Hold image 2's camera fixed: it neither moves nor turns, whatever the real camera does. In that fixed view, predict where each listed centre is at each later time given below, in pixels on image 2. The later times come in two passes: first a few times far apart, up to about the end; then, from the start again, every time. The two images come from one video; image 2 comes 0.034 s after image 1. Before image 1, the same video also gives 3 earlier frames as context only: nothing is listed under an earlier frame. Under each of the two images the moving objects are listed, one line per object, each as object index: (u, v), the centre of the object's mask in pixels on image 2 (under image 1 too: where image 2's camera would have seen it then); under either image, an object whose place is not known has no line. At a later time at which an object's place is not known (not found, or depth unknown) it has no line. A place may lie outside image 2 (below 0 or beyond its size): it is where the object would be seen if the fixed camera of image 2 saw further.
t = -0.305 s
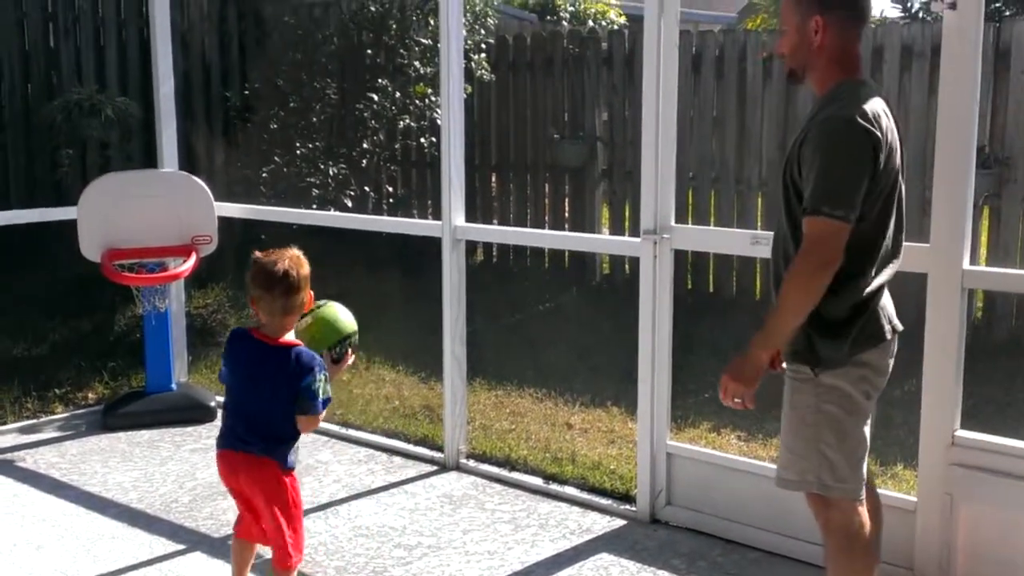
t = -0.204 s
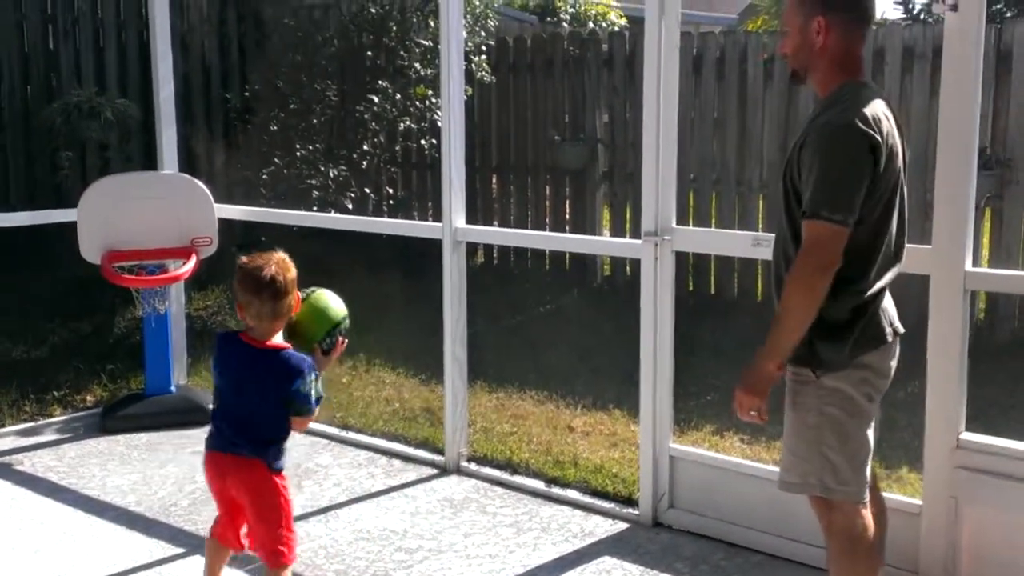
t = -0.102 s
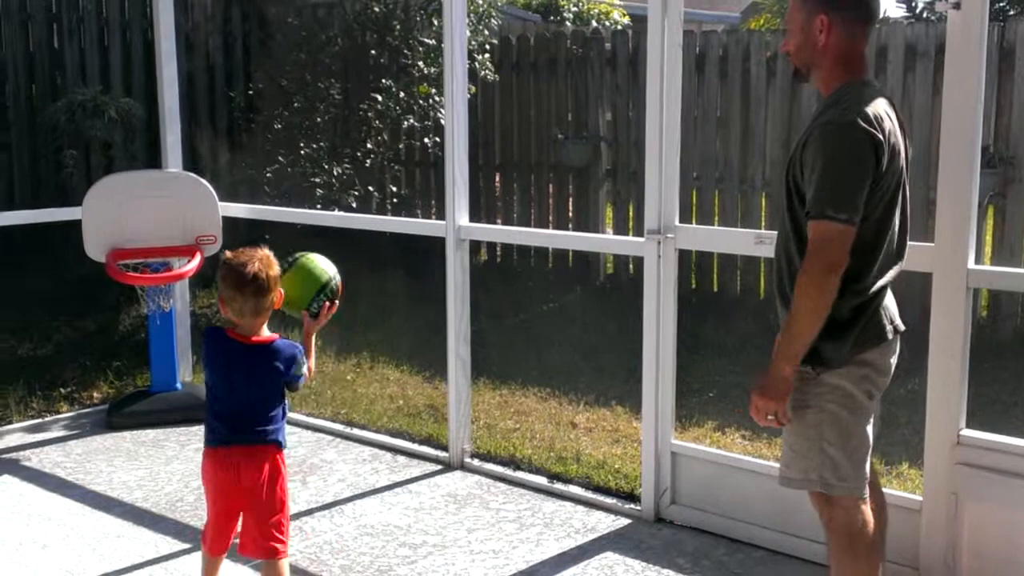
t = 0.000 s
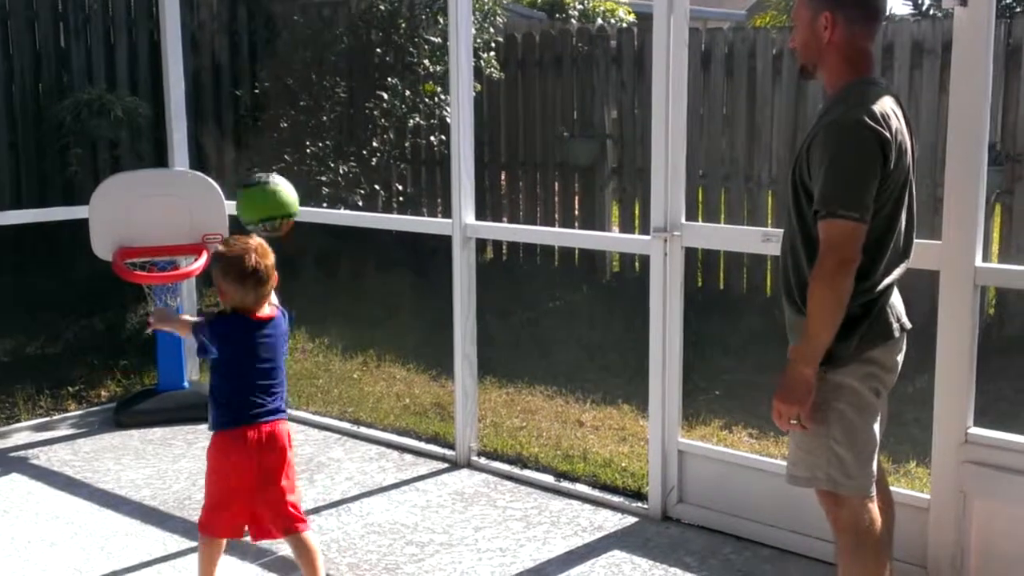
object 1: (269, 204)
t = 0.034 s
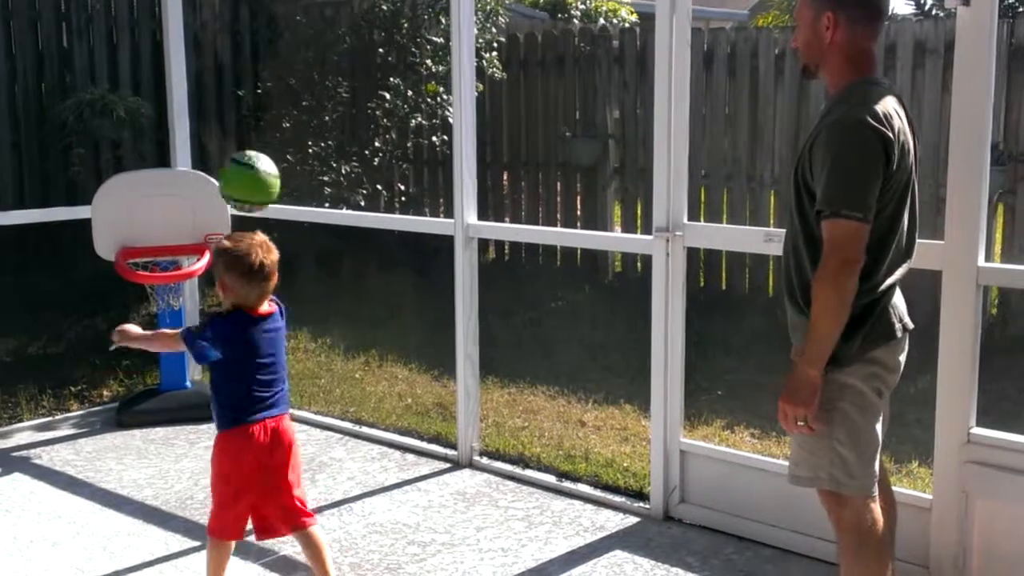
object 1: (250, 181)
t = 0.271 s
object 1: (134, 141)
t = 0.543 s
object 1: (61, 267)
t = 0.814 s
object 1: (129, 344)
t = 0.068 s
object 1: (230, 164)
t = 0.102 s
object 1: (211, 150)
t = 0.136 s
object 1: (193, 141)
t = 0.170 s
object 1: (177, 136)
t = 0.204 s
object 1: (162, 134)
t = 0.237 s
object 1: (148, 136)
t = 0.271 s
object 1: (134, 141)
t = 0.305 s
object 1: (122, 147)
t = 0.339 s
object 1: (110, 158)
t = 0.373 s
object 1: (99, 171)
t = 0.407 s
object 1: (88, 187)
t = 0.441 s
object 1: (79, 205)
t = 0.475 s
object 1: (70, 224)
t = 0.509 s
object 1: (60, 245)
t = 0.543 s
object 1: (61, 267)
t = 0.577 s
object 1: (71, 292)
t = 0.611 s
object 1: (80, 321)
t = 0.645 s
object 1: (89, 352)
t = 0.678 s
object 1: (99, 387)
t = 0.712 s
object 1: (109, 418)
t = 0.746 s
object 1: (116, 391)
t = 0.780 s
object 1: (122, 367)
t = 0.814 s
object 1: (129, 344)
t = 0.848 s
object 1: (135, 323)
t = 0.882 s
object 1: (143, 305)
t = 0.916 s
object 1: (150, 289)
